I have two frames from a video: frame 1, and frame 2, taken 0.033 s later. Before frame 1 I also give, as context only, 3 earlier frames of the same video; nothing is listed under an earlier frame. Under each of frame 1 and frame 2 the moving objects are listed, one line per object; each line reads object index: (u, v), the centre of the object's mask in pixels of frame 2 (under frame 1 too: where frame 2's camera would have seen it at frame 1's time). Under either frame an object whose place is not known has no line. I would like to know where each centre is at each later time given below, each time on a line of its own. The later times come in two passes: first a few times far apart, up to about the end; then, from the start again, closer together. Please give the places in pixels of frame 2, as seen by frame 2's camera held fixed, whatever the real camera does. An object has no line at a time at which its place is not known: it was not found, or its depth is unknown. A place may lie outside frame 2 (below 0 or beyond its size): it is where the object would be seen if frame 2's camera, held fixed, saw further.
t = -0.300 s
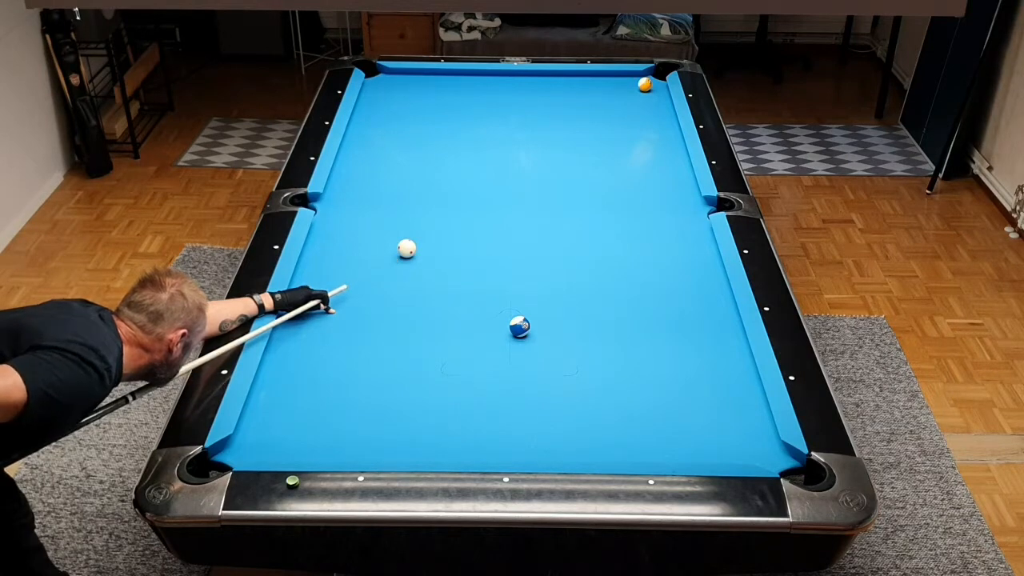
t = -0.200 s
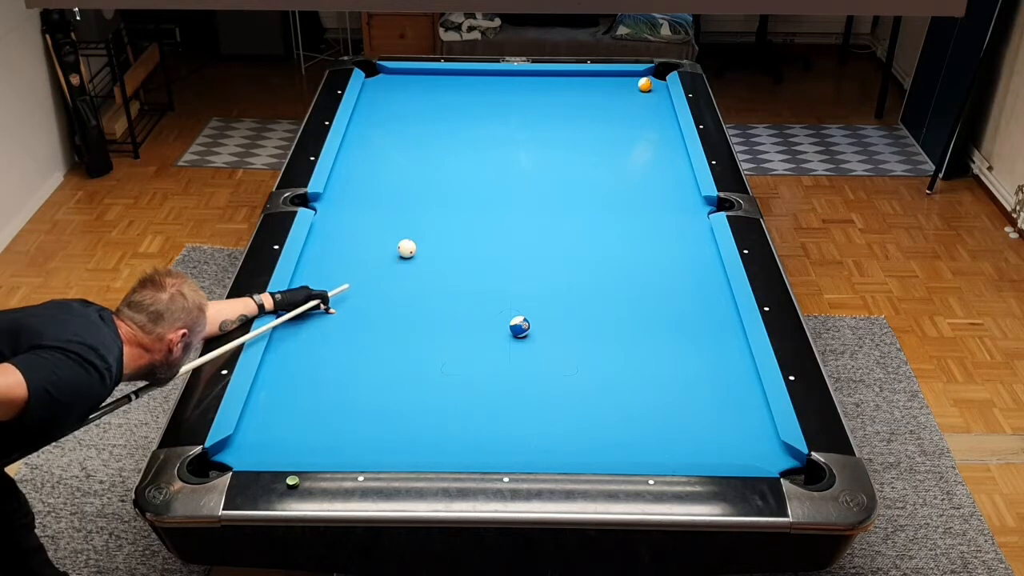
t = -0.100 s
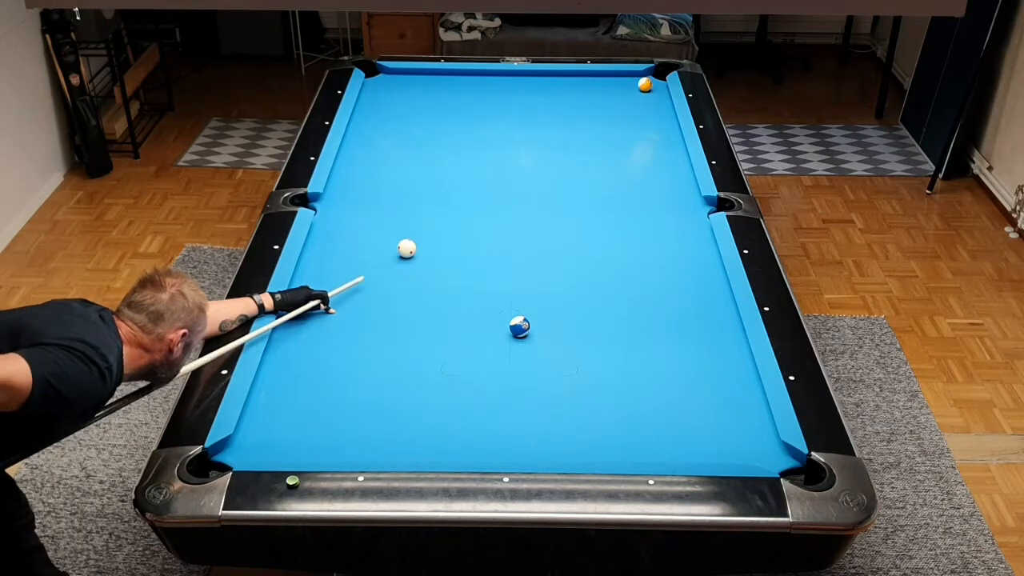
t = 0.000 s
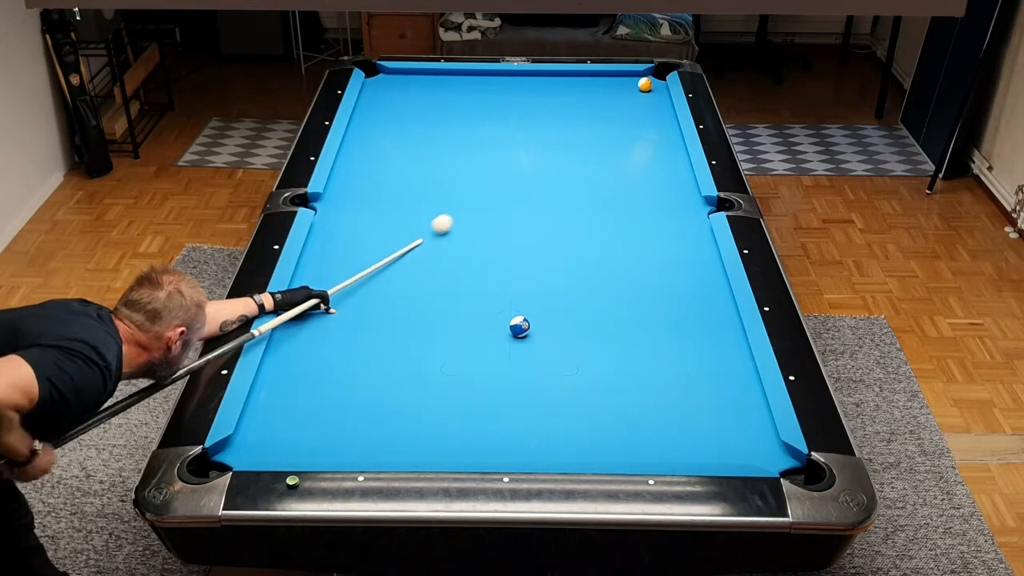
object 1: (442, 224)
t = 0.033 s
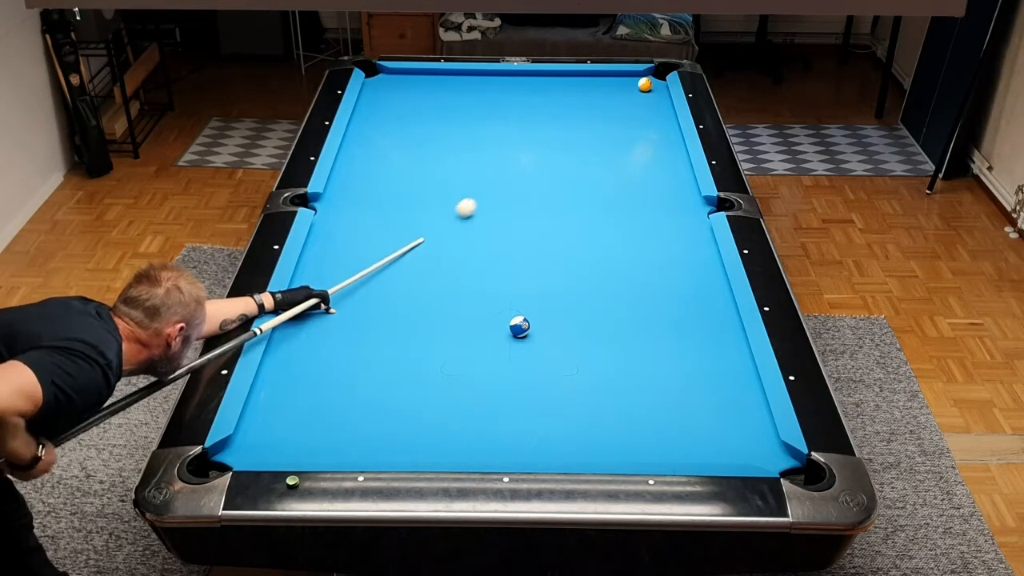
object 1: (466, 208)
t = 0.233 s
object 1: (579, 131)
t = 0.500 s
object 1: (649, 91)
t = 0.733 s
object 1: (655, 100)
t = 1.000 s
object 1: (658, 112)
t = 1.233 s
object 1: (661, 123)
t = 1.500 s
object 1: (664, 135)
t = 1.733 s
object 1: (666, 146)
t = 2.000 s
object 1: (669, 158)
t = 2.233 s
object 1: (671, 168)
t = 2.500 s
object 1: (673, 180)
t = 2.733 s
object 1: (676, 190)
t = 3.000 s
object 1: (679, 201)
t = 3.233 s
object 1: (682, 210)
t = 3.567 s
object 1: (685, 223)
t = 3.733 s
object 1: (688, 229)
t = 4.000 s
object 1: (691, 238)
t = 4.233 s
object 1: (693, 245)
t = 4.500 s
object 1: (696, 252)
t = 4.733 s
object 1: (698, 258)
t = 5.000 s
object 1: (699, 264)
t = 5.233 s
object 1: (700, 268)
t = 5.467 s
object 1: (701, 272)
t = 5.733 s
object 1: (702, 275)
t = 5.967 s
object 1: (703, 277)
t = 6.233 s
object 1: (703, 278)
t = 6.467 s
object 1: (703, 279)
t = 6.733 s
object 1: (703, 280)
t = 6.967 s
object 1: (703, 280)
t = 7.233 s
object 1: (702, 280)
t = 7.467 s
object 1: (703, 280)
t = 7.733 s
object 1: (703, 280)
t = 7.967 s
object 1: (703, 280)
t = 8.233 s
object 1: (703, 280)
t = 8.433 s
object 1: (703, 280)
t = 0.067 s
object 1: (489, 193)
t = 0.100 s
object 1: (509, 179)
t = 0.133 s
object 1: (529, 166)
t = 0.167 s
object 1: (546, 153)
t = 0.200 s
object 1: (563, 142)
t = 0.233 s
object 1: (579, 131)
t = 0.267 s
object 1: (594, 121)
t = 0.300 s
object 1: (607, 112)
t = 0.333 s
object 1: (620, 103)
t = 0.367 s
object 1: (632, 94)
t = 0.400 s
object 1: (641, 89)
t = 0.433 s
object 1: (644, 90)
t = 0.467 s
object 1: (647, 90)
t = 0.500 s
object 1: (649, 91)
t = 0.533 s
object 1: (651, 92)
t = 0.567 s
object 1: (652, 93)
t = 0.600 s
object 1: (653, 94)
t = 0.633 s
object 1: (654, 95)
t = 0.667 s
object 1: (654, 97)
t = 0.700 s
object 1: (655, 99)
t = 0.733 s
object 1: (655, 100)
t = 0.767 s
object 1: (656, 102)
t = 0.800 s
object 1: (656, 103)
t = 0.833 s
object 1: (656, 105)
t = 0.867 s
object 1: (657, 106)
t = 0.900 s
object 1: (657, 108)
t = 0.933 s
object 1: (657, 109)
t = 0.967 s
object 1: (658, 111)
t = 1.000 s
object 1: (658, 112)
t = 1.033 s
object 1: (659, 114)
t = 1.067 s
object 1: (659, 115)
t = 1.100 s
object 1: (659, 117)
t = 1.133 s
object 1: (660, 118)
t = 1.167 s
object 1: (660, 120)
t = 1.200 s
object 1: (661, 121)
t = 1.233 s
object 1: (661, 123)
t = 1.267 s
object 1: (661, 124)
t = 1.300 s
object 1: (662, 126)
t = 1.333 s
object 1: (662, 128)
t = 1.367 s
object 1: (662, 129)
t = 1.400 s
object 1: (662, 131)
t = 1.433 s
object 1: (663, 132)
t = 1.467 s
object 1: (664, 134)
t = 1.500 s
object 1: (664, 135)
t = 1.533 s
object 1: (664, 137)
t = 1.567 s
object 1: (664, 138)
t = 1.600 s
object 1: (665, 140)
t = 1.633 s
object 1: (665, 141)
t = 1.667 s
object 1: (665, 143)
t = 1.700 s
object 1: (666, 144)
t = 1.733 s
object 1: (666, 146)
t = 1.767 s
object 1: (667, 148)
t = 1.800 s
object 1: (667, 149)
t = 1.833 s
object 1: (667, 150)
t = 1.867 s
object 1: (667, 152)
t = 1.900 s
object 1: (668, 153)
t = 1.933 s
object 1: (668, 155)
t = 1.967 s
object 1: (669, 156)
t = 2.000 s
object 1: (669, 158)
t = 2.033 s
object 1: (669, 159)
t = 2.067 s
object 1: (669, 161)
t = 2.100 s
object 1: (670, 162)
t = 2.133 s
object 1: (670, 164)
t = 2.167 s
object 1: (670, 165)
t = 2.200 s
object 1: (670, 167)
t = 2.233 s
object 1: (671, 168)
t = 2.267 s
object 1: (671, 170)
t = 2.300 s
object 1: (671, 171)
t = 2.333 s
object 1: (671, 173)
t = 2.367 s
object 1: (672, 174)
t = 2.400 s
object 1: (672, 175)
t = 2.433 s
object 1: (672, 177)
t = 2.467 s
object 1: (673, 179)
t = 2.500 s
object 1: (673, 180)
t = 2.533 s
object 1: (674, 181)
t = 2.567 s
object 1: (674, 183)
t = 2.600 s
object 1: (674, 184)
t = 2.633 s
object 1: (674, 186)
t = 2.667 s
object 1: (675, 187)
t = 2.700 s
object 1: (675, 189)
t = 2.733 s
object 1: (676, 190)
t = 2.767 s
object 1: (676, 191)
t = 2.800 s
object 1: (676, 193)
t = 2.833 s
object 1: (677, 194)
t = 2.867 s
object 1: (677, 196)
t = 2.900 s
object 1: (678, 197)
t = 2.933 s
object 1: (678, 198)
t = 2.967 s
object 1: (679, 200)
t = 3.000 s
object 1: (679, 201)
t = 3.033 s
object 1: (680, 202)
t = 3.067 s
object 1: (680, 204)
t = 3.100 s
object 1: (680, 205)
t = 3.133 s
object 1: (681, 206)
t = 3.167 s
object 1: (681, 208)
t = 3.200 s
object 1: (681, 209)
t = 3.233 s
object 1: (682, 210)
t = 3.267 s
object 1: (683, 212)
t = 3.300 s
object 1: (683, 213)
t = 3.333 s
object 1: (683, 214)
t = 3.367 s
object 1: (684, 215)
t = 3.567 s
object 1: (685, 223)
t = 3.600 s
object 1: (687, 224)
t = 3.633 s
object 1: (687, 225)
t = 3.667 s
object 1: (687, 226)
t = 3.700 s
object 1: (688, 227)
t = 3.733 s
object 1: (688, 229)
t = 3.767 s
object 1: (688, 230)
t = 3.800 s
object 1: (689, 231)
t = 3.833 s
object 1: (689, 232)
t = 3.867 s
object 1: (689, 233)
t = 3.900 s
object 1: (690, 234)
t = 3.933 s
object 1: (690, 235)
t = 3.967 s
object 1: (691, 236)
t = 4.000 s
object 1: (691, 238)
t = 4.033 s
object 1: (691, 239)
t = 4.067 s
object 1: (691, 240)
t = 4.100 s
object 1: (692, 241)
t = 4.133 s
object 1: (692, 242)
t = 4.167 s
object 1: (693, 243)
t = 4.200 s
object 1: (693, 244)
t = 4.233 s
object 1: (693, 245)
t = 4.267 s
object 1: (694, 246)
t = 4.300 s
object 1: (694, 247)
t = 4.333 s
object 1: (694, 248)
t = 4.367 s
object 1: (694, 249)
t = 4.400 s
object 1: (695, 249)
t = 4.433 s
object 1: (695, 250)
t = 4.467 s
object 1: (695, 251)
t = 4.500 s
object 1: (696, 252)
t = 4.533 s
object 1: (696, 253)
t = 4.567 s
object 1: (696, 254)
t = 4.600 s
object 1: (697, 255)
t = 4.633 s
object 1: (697, 255)
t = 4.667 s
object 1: (697, 256)
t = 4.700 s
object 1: (697, 257)
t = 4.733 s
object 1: (698, 258)
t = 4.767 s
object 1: (698, 259)
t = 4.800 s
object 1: (698, 260)
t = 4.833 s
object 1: (698, 260)
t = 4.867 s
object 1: (698, 261)
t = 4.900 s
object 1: (698, 262)
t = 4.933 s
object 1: (699, 262)
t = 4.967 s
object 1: (699, 263)
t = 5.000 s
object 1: (699, 264)
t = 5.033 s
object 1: (699, 265)
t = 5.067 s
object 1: (699, 265)
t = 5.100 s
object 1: (699, 266)
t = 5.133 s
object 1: (699, 267)
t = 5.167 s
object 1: (700, 267)
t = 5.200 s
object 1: (700, 268)
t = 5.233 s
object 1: (700, 268)
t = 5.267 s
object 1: (700, 269)
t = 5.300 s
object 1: (700, 270)
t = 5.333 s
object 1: (700, 270)
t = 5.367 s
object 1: (701, 270)
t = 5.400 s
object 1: (701, 271)
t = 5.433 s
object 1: (701, 272)
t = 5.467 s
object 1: (701, 272)
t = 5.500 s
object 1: (701, 272)
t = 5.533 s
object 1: (701, 273)
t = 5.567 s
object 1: (702, 273)
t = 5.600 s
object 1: (702, 274)
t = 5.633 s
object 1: (702, 274)
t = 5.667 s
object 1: (702, 274)
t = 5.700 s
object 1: (702, 275)
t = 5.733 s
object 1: (702, 275)
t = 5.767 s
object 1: (702, 275)
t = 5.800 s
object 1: (703, 276)
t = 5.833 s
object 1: (703, 276)
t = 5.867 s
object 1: (703, 276)
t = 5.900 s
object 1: (703, 276)
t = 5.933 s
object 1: (703, 277)
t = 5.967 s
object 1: (703, 277)
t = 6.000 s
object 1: (703, 277)
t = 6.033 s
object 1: (703, 277)
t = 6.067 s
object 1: (703, 277)
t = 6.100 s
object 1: (703, 278)
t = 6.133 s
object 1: (703, 278)
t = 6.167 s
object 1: (703, 278)
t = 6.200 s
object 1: (703, 278)
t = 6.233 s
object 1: (703, 278)
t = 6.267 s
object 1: (703, 278)
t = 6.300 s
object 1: (703, 279)
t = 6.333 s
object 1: (703, 279)
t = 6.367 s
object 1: (703, 279)
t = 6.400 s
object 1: (703, 279)
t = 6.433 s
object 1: (703, 279)
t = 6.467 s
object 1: (703, 279)
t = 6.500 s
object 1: (703, 279)
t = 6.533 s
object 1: (703, 280)
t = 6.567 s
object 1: (703, 280)
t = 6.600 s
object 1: (703, 280)
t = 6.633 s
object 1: (703, 280)
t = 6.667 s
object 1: (703, 280)
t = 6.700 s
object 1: (703, 280)
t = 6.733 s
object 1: (703, 280)
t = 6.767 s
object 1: (702, 280)
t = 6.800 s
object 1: (703, 280)
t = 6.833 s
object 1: (703, 280)
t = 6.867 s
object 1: (703, 280)
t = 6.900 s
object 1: (703, 280)
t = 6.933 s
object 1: (703, 280)
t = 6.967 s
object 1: (703, 280)
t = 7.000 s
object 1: (702, 280)
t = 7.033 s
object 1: (702, 280)
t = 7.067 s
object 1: (703, 280)
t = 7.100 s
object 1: (703, 280)
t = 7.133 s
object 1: (702, 280)
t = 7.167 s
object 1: (703, 280)
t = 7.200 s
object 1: (703, 280)
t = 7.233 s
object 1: (702, 280)
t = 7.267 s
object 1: (702, 280)
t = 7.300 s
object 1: (702, 280)
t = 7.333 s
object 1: (702, 280)
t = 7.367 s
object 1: (702, 280)
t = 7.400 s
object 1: (702, 280)
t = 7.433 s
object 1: (703, 280)
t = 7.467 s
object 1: (703, 280)
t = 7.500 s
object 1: (703, 280)
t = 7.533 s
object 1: (703, 280)
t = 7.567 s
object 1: (703, 280)
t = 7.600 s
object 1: (703, 280)
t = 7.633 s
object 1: (703, 280)
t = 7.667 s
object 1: (703, 280)
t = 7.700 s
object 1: (703, 280)
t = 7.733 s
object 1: (703, 280)
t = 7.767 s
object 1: (703, 280)
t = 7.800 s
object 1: (703, 280)
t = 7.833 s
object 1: (703, 280)
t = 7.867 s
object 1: (703, 280)
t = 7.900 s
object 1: (703, 280)
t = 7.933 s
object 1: (703, 280)
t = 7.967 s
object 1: (703, 280)
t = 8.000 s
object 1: (703, 280)
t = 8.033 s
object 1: (703, 280)
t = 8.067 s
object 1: (703, 280)
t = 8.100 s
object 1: (703, 280)
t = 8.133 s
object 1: (703, 280)
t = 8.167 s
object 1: (703, 280)
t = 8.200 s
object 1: (703, 280)
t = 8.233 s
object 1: (703, 280)
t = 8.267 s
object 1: (703, 280)
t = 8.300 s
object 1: (703, 280)
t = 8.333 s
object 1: (703, 280)
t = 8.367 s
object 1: (703, 280)
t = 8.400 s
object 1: (703, 280)
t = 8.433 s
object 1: (703, 280)
